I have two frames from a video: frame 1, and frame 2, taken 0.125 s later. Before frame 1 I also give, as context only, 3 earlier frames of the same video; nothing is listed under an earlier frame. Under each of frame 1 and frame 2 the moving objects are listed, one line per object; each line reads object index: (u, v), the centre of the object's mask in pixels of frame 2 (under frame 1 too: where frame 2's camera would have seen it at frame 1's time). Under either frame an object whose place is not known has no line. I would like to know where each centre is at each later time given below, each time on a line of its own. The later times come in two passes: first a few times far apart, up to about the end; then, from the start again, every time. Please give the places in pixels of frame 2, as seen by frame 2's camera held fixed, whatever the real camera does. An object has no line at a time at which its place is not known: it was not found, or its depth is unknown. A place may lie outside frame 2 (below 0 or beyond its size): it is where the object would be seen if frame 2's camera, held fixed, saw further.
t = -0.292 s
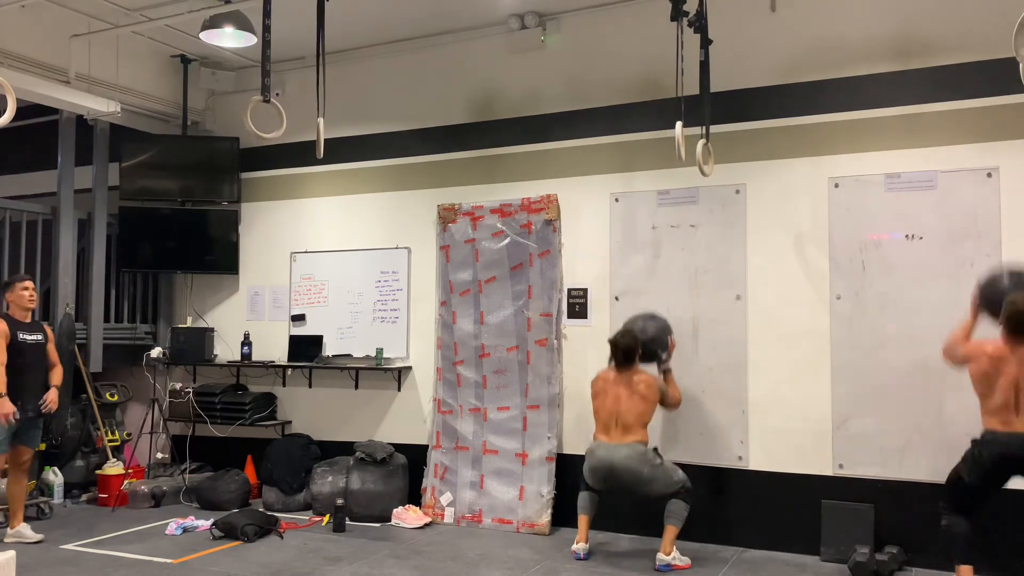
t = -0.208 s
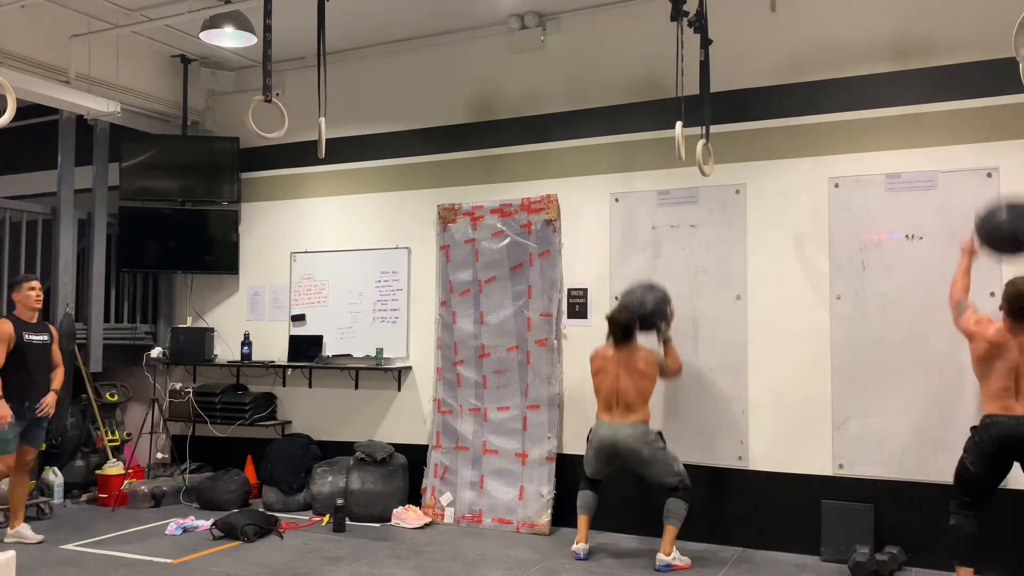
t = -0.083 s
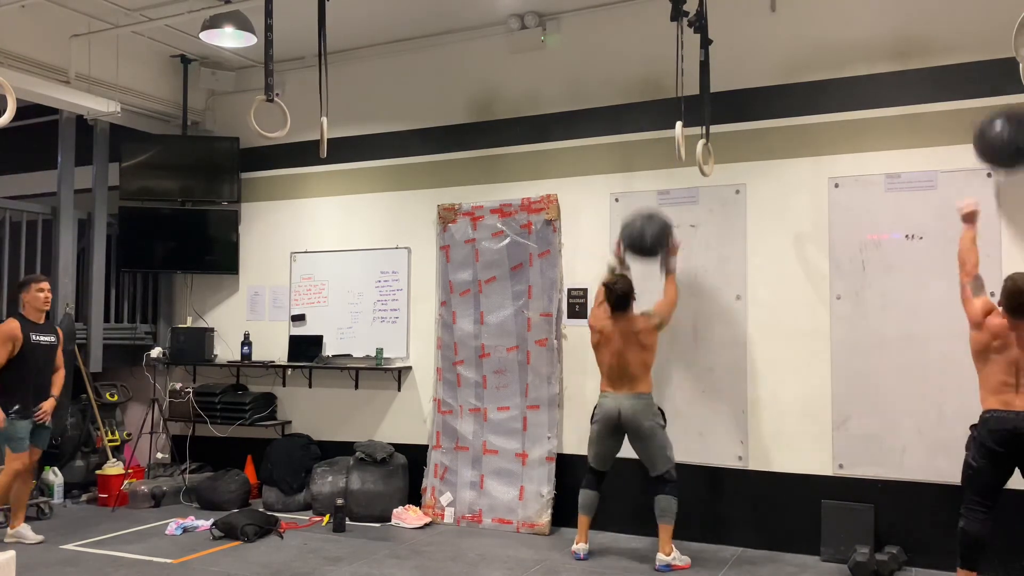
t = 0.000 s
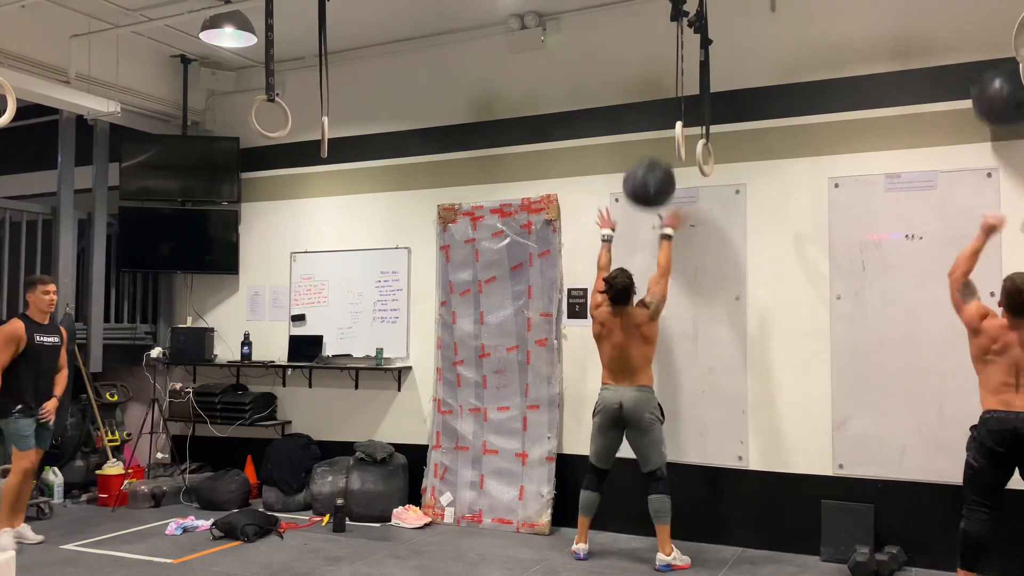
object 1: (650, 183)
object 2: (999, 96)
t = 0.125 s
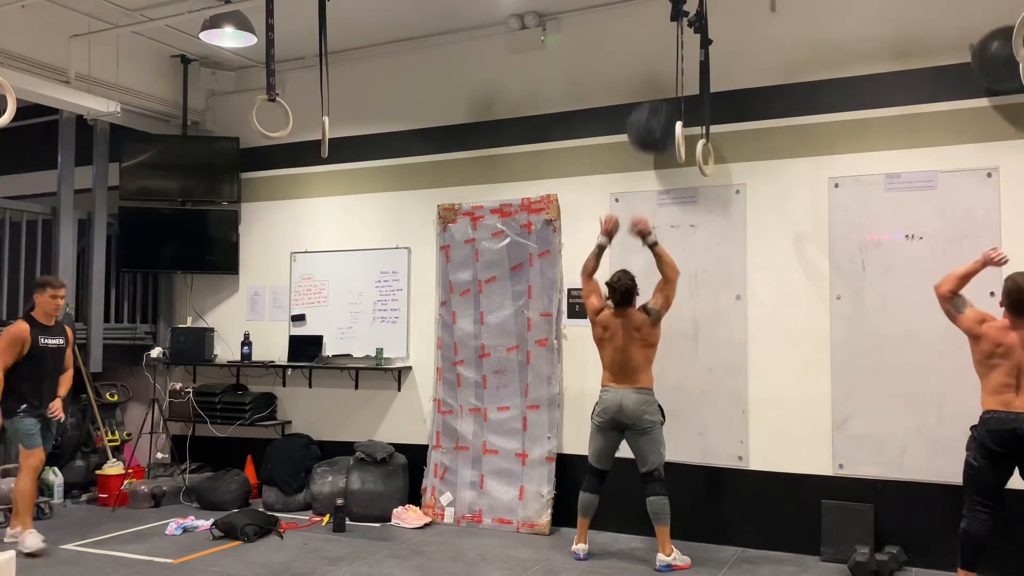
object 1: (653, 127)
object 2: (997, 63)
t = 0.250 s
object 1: (657, 96)
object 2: (996, 46)
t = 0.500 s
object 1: (658, 95)
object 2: (999, 82)
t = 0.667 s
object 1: (655, 139)
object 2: (1002, 160)
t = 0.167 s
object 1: (654, 114)
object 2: (996, 52)
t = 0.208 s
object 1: (656, 104)
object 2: (996, 47)
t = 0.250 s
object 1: (657, 96)
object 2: (996, 46)
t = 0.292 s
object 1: (658, 91)
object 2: (996, 47)
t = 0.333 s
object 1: (659, 88)
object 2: (996, 52)
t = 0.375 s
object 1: (659, 87)
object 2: (997, 57)
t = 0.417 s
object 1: (659, 88)
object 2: (997, 64)
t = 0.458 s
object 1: (658, 90)
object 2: (998, 71)
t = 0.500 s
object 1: (658, 95)
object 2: (999, 82)
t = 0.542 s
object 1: (657, 103)
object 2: (1000, 96)
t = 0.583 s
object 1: (656, 111)
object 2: (1002, 115)
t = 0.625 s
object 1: (655, 124)
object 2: (1002, 135)
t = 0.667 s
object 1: (655, 139)
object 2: (1002, 160)
